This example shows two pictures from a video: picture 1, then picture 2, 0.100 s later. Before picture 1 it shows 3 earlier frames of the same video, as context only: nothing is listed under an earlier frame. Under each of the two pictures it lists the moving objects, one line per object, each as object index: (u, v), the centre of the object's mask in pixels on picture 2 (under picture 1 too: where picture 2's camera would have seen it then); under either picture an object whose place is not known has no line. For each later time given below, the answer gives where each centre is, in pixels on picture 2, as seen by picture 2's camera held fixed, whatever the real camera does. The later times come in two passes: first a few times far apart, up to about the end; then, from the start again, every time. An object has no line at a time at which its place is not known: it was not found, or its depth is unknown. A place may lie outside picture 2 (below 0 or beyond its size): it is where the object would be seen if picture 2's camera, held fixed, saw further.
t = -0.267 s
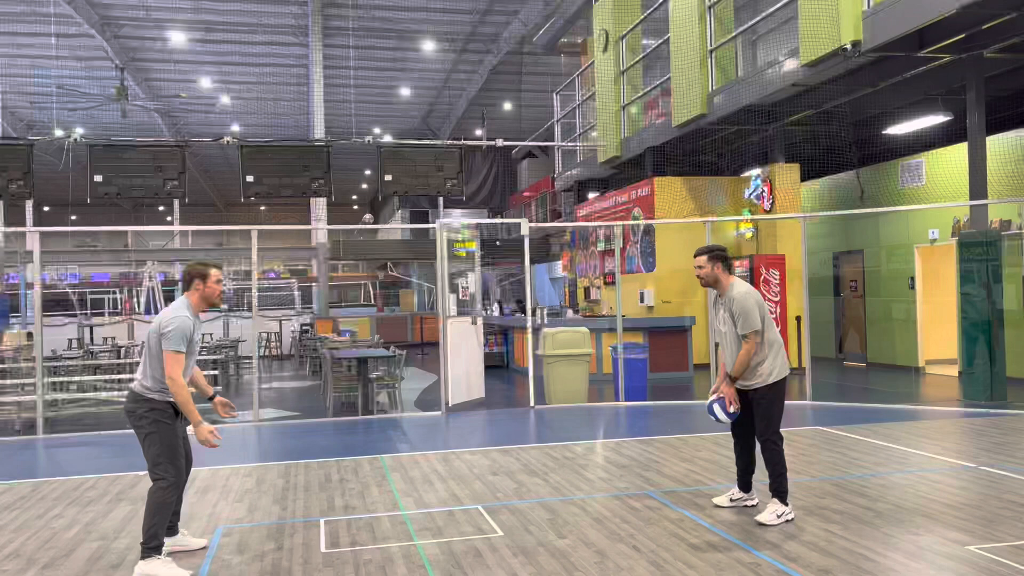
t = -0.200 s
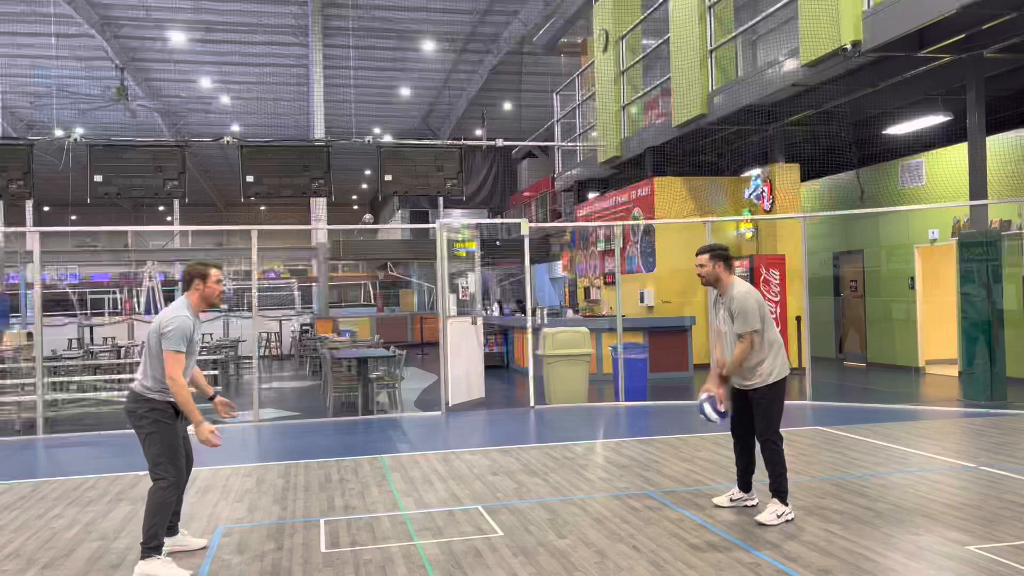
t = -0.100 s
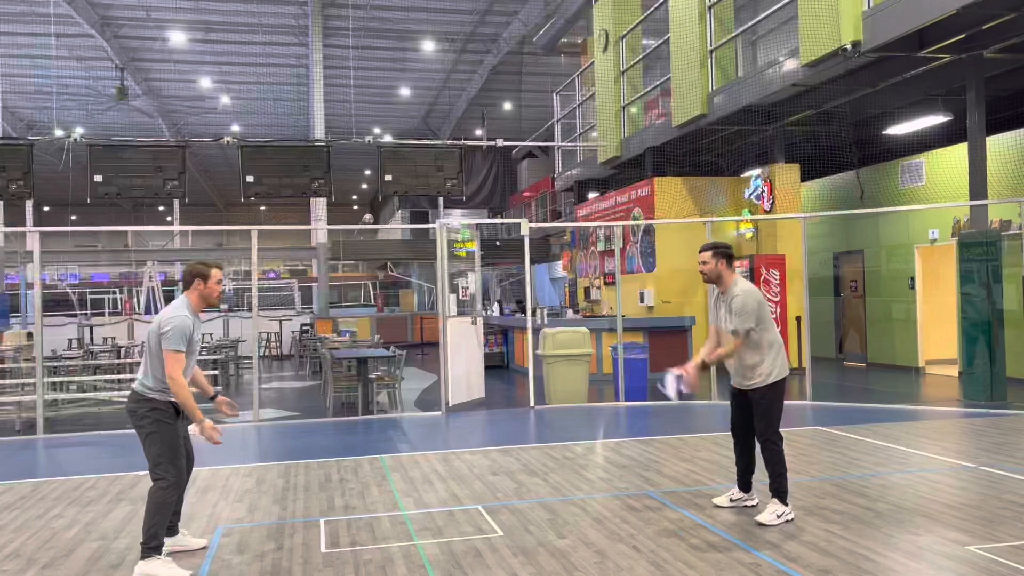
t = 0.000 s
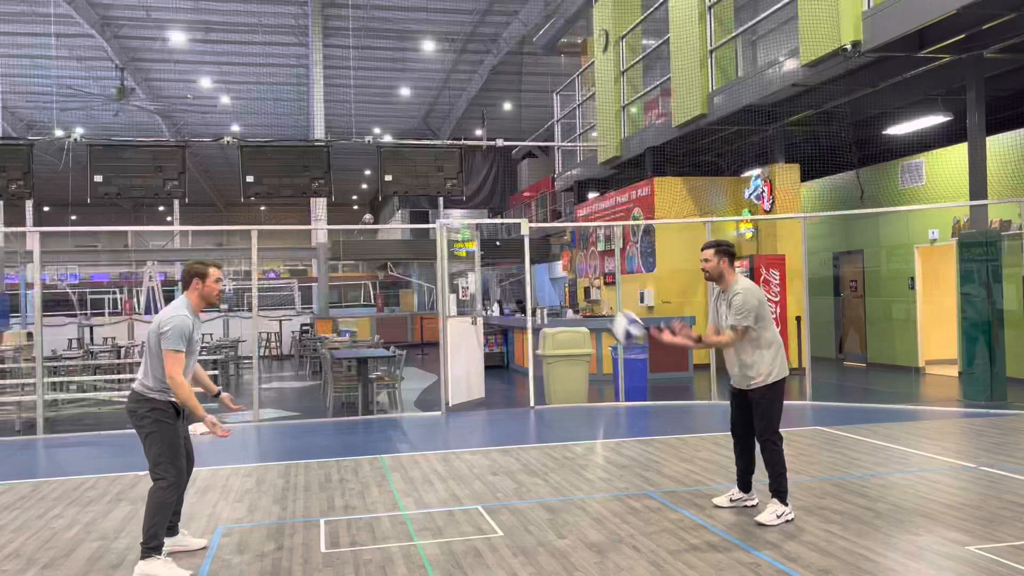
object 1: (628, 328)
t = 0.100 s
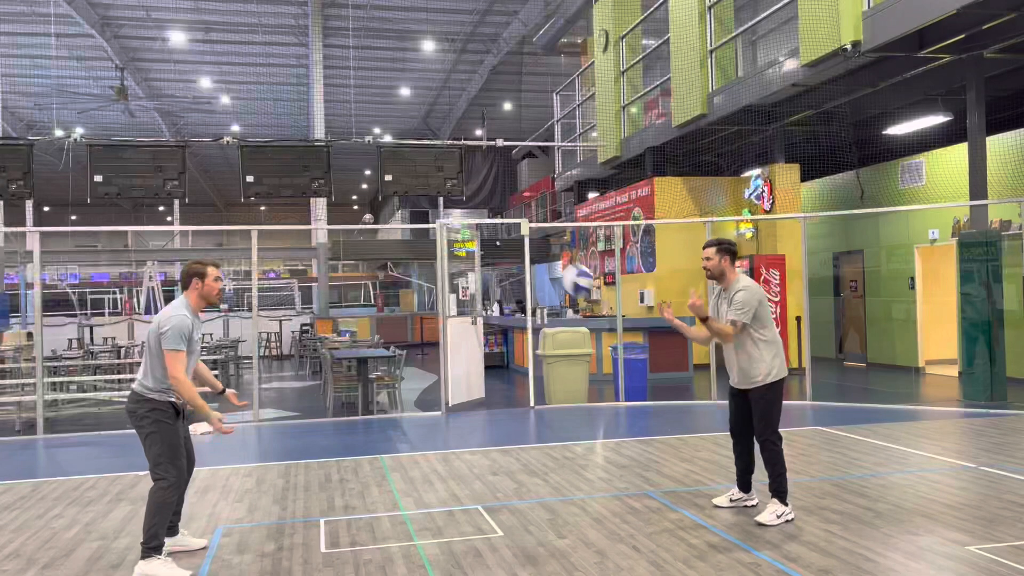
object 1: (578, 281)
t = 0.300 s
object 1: (479, 230)
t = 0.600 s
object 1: (331, 270)
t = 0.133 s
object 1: (561, 267)
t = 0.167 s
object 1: (545, 256)
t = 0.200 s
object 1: (529, 248)
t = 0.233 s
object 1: (512, 241)
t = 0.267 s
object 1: (495, 235)
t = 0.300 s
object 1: (479, 230)
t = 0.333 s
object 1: (462, 227)
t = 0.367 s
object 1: (445, 226)
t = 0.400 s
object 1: (428, 227)
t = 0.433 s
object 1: (412, 230)
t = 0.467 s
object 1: (396, 235)
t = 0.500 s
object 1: (380, 241)
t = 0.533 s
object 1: (364, 248)
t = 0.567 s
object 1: (347, 258)
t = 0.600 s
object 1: (331, 270)
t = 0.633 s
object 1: (313, 284)
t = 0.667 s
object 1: (298, 298)
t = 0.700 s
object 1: (281, 315)
